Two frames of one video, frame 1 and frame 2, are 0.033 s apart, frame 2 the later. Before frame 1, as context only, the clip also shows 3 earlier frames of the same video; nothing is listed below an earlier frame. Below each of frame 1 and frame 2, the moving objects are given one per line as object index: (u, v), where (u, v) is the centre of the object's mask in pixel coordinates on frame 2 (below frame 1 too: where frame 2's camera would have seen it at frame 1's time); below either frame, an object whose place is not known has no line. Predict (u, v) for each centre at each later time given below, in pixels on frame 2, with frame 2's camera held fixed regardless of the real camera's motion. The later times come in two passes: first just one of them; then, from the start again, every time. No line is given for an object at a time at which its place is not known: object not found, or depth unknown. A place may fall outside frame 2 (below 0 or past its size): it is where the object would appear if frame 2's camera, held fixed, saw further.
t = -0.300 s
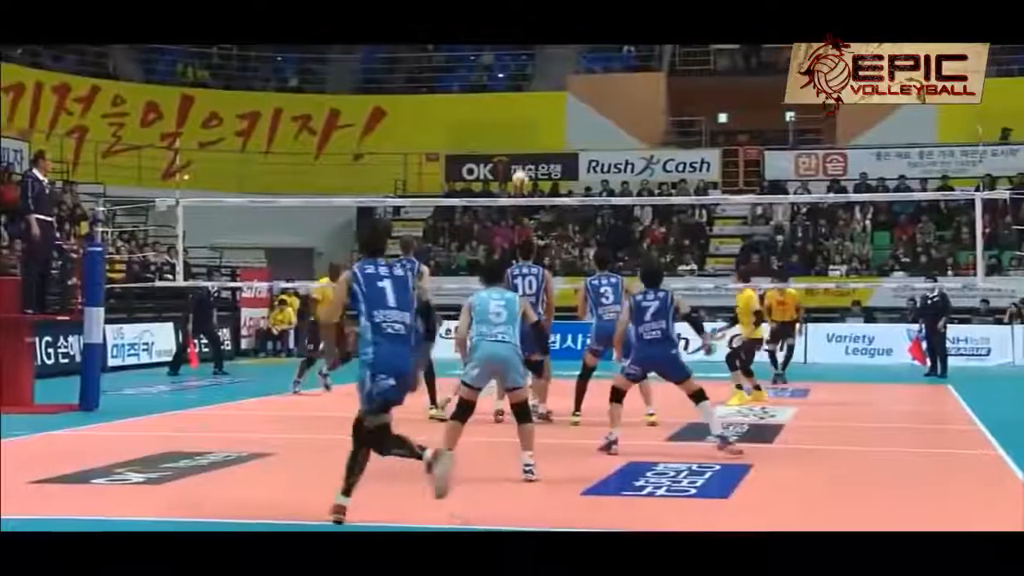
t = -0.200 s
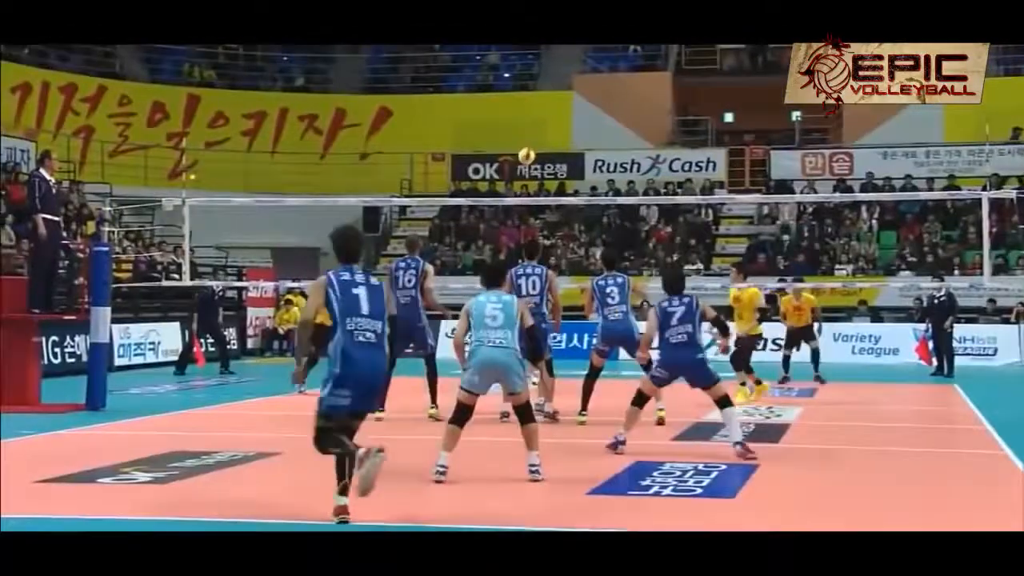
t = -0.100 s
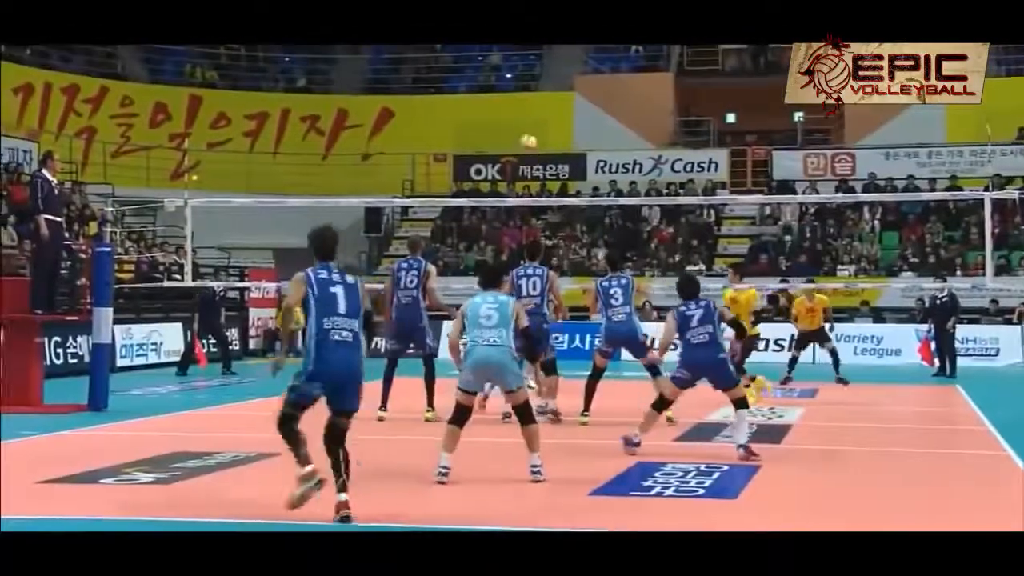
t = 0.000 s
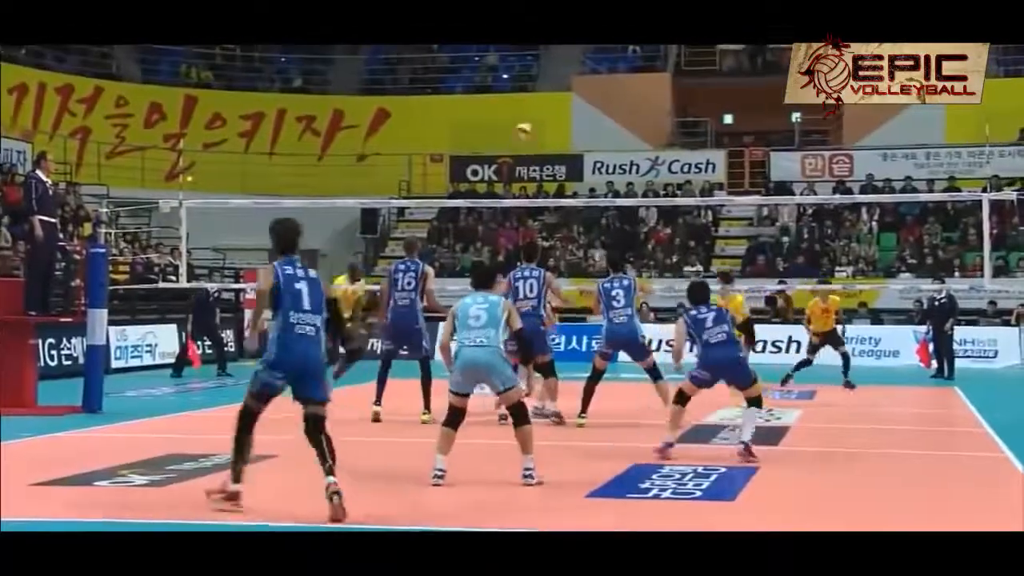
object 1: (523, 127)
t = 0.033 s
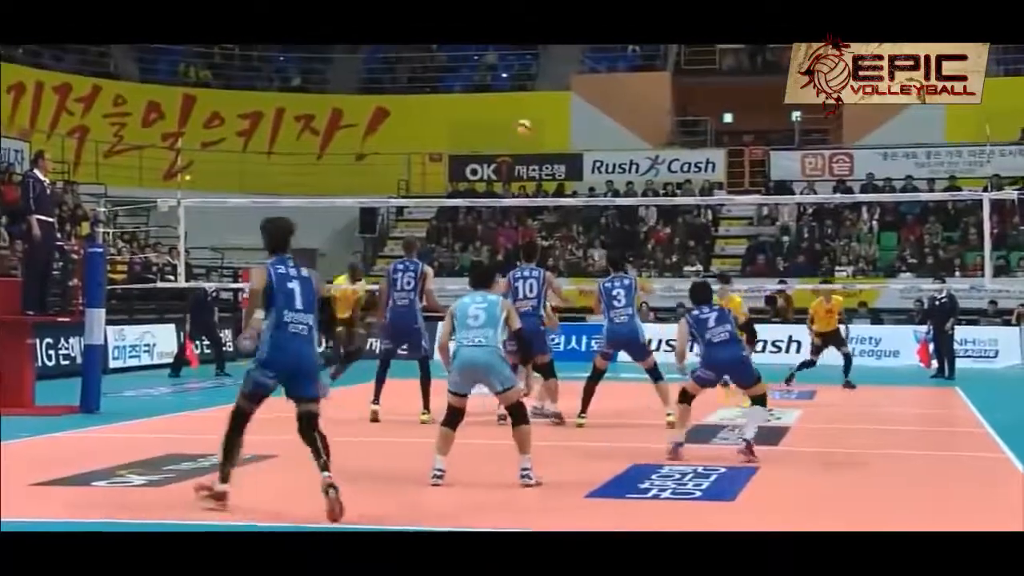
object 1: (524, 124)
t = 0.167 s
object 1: (521, 114)
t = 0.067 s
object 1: (523, 122)
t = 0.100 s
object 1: (522, 119)
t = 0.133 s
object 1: (522, 116)
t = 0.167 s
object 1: (521, 114)
